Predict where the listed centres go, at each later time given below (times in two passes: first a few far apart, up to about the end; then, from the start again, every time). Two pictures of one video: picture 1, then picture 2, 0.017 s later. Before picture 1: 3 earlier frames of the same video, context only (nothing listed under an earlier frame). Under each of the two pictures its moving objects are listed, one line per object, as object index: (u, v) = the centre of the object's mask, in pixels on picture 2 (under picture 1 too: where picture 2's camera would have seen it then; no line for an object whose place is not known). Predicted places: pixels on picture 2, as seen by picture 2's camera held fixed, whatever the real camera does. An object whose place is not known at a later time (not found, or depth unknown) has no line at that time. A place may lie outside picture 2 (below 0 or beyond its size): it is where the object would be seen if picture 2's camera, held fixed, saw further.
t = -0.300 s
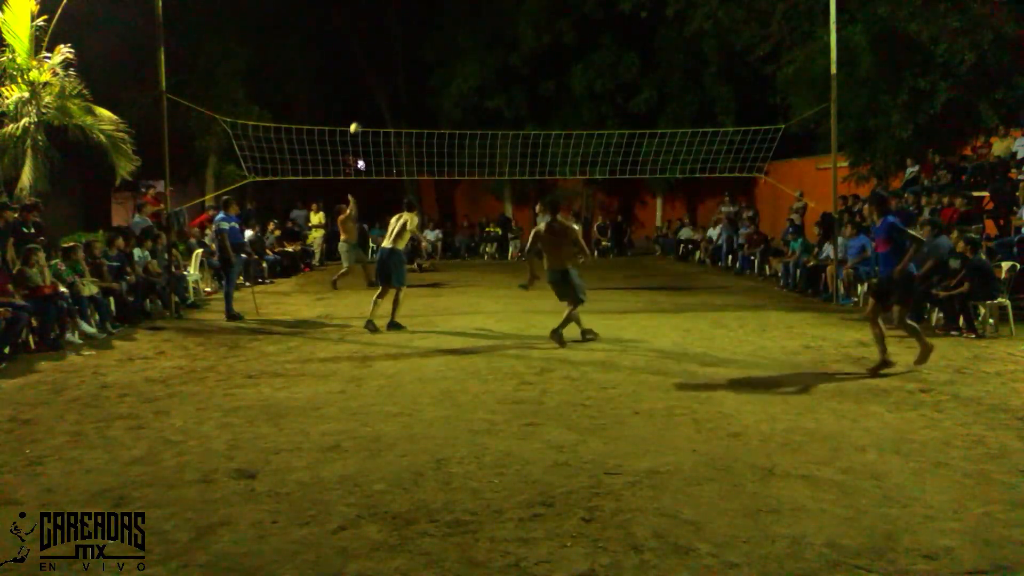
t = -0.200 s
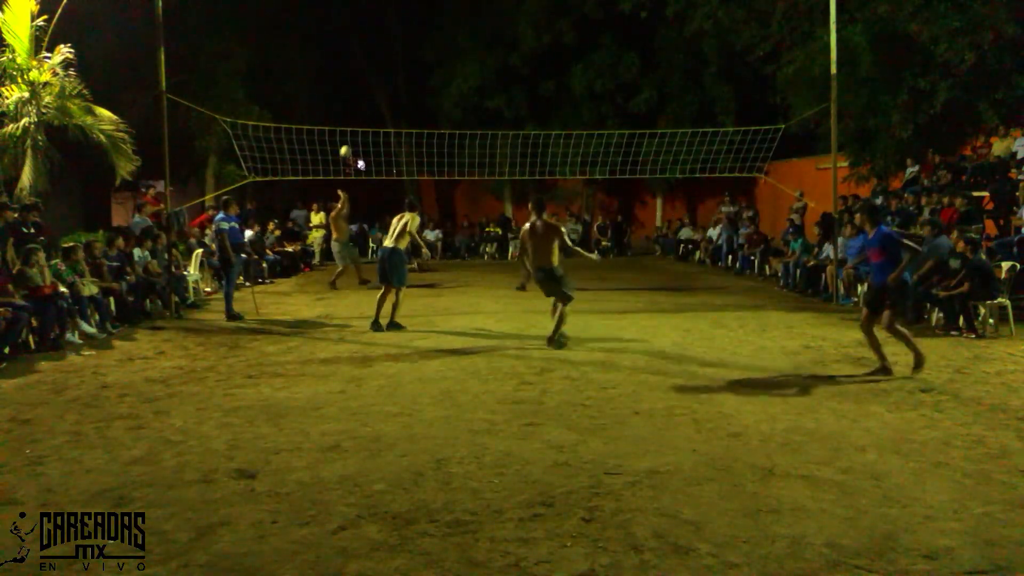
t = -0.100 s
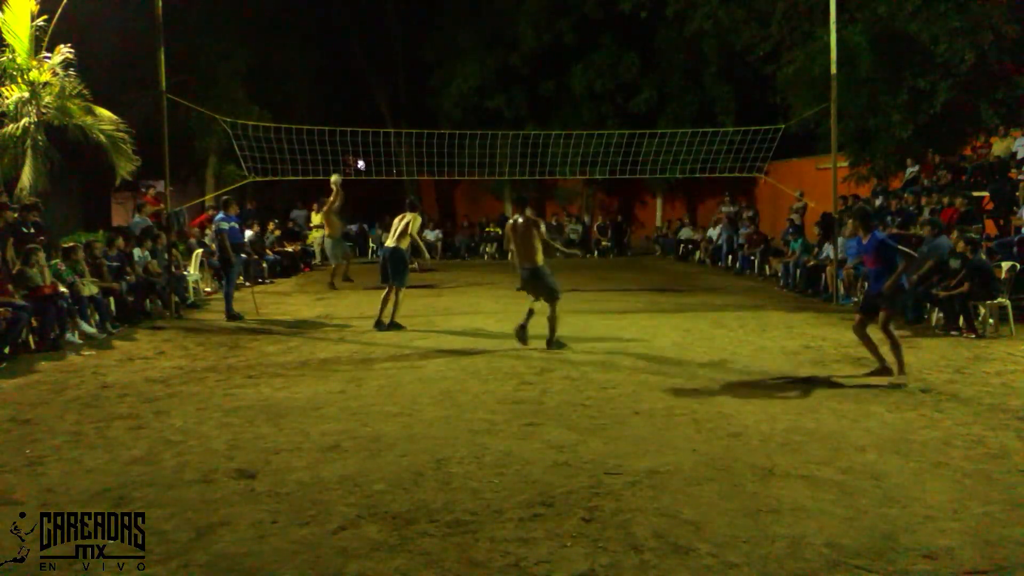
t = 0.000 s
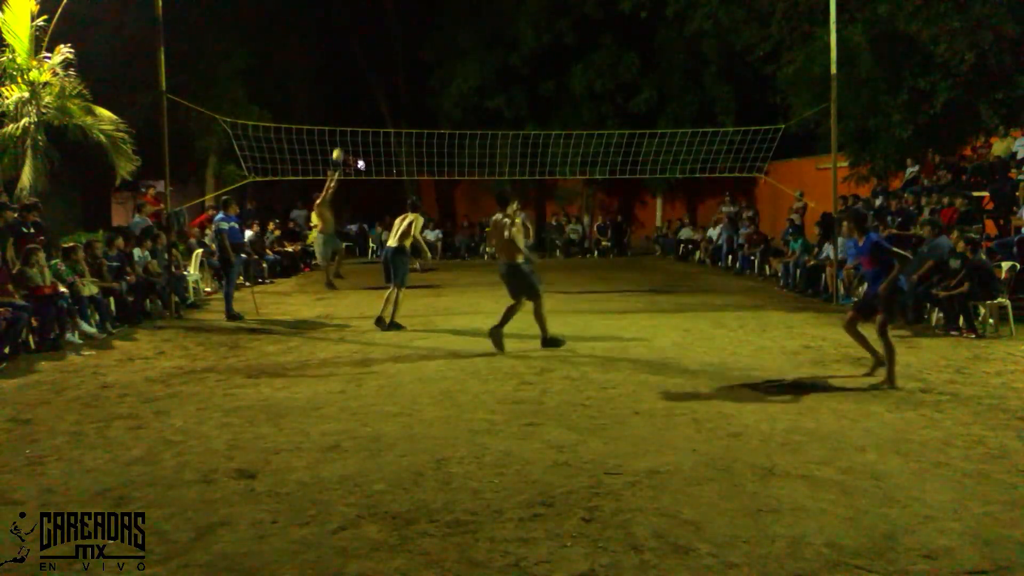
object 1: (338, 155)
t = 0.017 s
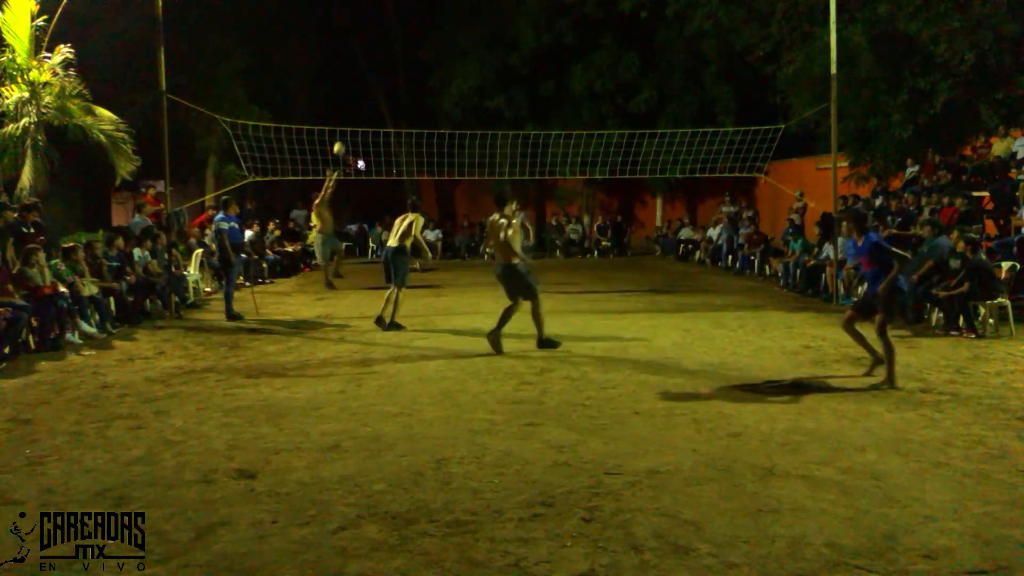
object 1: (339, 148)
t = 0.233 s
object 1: (354, 76)
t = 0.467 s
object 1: (372, 26)
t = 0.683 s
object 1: (390, 7)
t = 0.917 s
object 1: (409, 16)
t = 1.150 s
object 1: (429, 56)
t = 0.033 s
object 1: (340, 142)
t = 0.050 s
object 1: (341, 135)
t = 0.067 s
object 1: (343, 129)
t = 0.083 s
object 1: (344, 122)
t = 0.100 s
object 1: (345, 117)
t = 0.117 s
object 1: (346, 112)
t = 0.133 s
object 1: (347, 106)
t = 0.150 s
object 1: (349, 100)
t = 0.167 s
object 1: (350, 95)
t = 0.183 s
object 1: (351, 90)
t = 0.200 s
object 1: (352, 85)
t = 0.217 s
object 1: (353, 80)
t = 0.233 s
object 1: (354, 76)
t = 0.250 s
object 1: (356, 71)
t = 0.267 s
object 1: (357, 67)
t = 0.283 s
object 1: (358, 62)
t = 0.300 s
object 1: (359, 58)
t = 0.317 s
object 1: (360, 54)
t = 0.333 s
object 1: (362, 50)
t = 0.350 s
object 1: (363, 47)
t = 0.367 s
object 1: (364, 43)
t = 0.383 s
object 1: (365, 40)
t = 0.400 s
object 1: (367, 37)
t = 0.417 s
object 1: (368, 34)
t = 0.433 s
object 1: (369, 31)
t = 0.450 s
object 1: (371, 29)
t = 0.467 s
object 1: (372, 26)
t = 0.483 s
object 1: (373, 24)
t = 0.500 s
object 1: (375, 21)
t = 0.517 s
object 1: (376, 19)
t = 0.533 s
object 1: (377, 17)
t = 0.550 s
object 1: (379, 15)
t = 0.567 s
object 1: (380, 13)
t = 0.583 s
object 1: (382, 12)
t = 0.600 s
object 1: (383, 11)
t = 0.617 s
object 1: (384, 10)
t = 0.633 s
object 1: (385, 9)
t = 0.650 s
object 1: (387, 8)
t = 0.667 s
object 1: (388, 7)
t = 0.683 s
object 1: (390, 7)
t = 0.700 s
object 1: (391, 6)
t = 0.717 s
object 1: (392, 6)
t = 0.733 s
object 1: (394, 6)
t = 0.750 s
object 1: (395, 6)
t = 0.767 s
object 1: (396, 7)
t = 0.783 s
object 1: (398, 7)
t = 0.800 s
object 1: (399, 7)
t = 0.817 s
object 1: (400, 8)
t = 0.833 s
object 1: (402, 9)
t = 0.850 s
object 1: (403, 10)
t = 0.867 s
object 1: (405, 11)
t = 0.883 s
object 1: (406, 13)
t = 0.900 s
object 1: (408, 14)
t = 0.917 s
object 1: (409, 16)
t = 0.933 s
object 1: (410, 18)
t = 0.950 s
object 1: (412, 20)
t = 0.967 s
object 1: (413, 22)
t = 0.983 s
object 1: (415, 24)
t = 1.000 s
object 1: (416, 27)
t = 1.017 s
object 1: (417, 29)
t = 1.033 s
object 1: (419, 32)
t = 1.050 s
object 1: (420, 35)
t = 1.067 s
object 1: (422, 38)
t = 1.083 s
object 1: (423, 41)
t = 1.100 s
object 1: (425, 45)
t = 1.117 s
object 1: (426, 48)
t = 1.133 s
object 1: (428, 52)
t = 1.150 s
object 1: (429, 56)
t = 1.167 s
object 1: (431, 60)
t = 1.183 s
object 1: (432, 64)
